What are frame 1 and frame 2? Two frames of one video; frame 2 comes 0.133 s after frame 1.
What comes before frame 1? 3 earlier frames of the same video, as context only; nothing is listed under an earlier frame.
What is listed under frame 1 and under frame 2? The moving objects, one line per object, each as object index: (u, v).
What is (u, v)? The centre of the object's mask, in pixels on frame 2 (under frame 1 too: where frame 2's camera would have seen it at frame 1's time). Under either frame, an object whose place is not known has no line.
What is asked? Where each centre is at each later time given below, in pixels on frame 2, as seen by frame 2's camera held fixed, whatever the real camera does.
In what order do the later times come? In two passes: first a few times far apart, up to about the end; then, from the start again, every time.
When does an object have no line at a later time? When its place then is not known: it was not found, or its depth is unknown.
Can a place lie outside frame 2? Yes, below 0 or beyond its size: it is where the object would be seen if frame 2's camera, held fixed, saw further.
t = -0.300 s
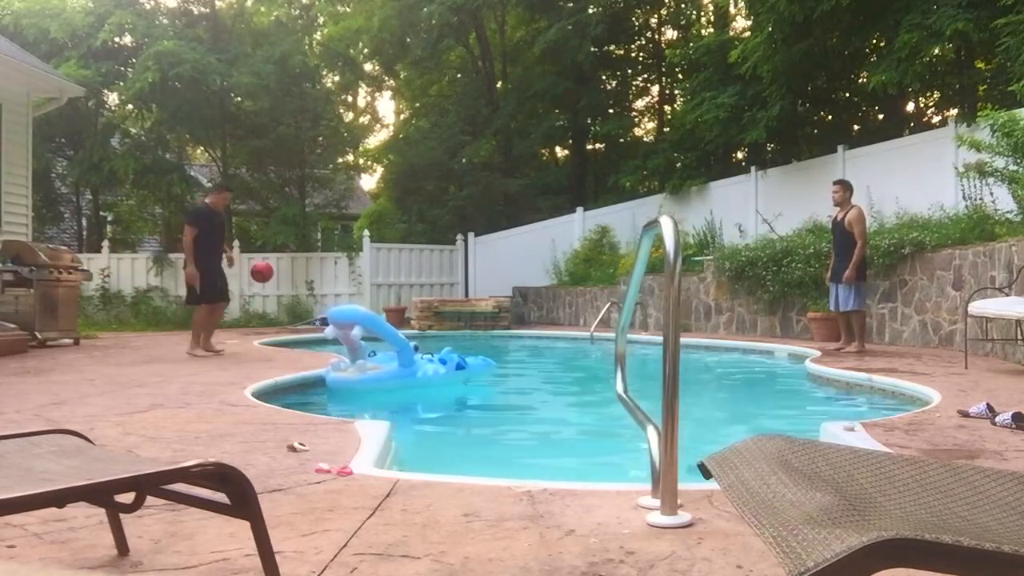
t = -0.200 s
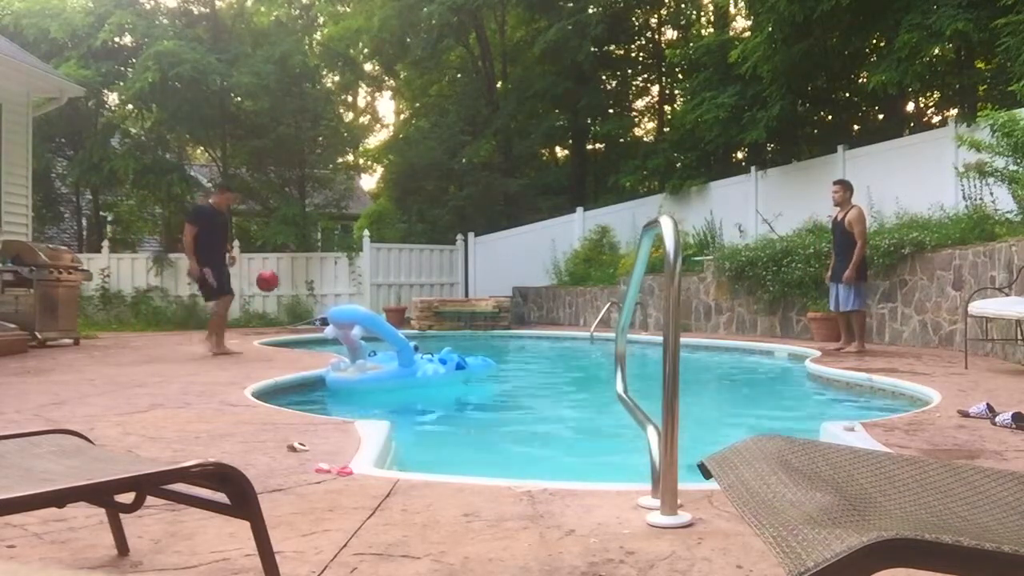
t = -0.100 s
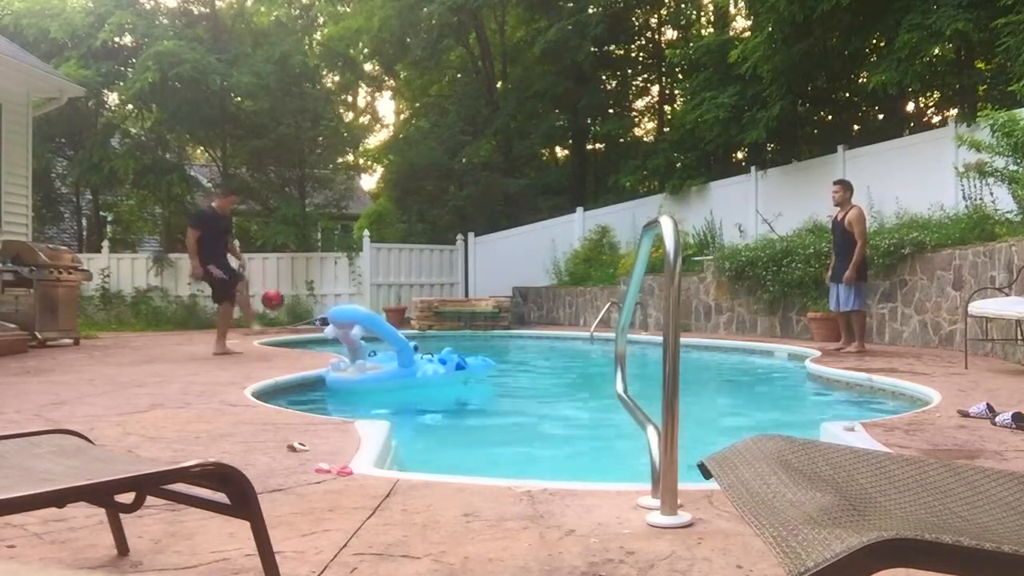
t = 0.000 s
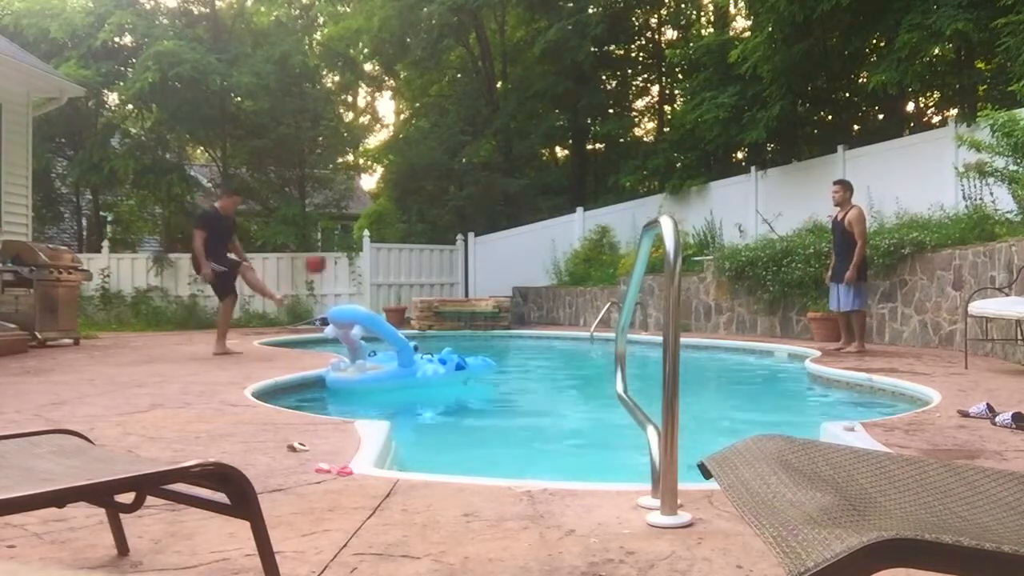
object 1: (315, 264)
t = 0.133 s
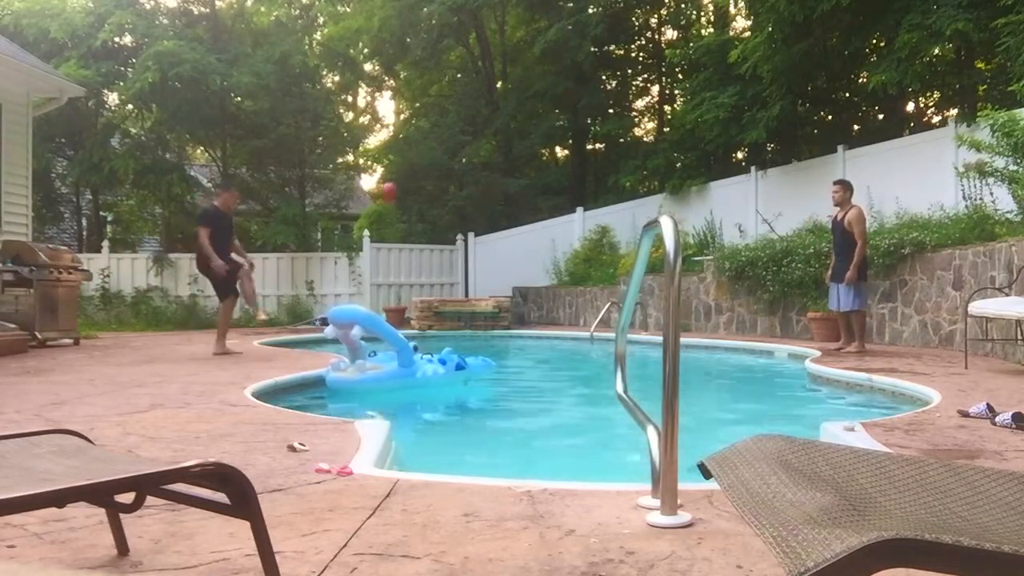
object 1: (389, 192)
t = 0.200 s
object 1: (422, 165)
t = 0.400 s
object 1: (521, 116)
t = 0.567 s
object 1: (599, 105)
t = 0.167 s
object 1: (405, 178)
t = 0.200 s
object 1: (422, 165)
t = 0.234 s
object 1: (439, 153)
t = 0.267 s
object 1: (458, 142)
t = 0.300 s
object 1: (473, 136)
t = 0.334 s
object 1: (489, 129)
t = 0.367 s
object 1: (505, 123)
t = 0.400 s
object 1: (521, 116)
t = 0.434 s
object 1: (537, 112)
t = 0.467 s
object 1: (552, 108)
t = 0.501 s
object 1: (567, 106)
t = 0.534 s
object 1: (581, 105)
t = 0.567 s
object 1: (599, 105)
